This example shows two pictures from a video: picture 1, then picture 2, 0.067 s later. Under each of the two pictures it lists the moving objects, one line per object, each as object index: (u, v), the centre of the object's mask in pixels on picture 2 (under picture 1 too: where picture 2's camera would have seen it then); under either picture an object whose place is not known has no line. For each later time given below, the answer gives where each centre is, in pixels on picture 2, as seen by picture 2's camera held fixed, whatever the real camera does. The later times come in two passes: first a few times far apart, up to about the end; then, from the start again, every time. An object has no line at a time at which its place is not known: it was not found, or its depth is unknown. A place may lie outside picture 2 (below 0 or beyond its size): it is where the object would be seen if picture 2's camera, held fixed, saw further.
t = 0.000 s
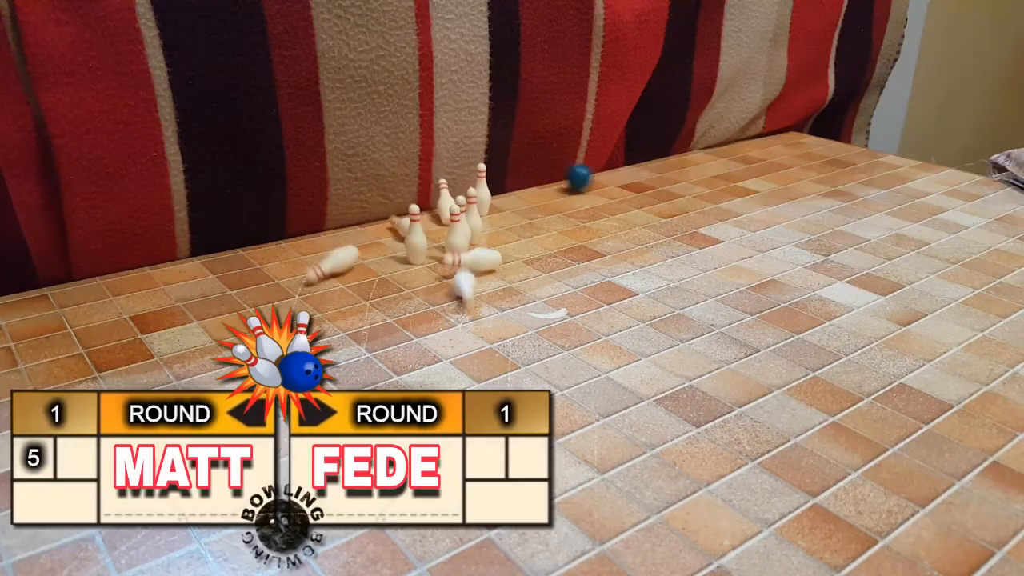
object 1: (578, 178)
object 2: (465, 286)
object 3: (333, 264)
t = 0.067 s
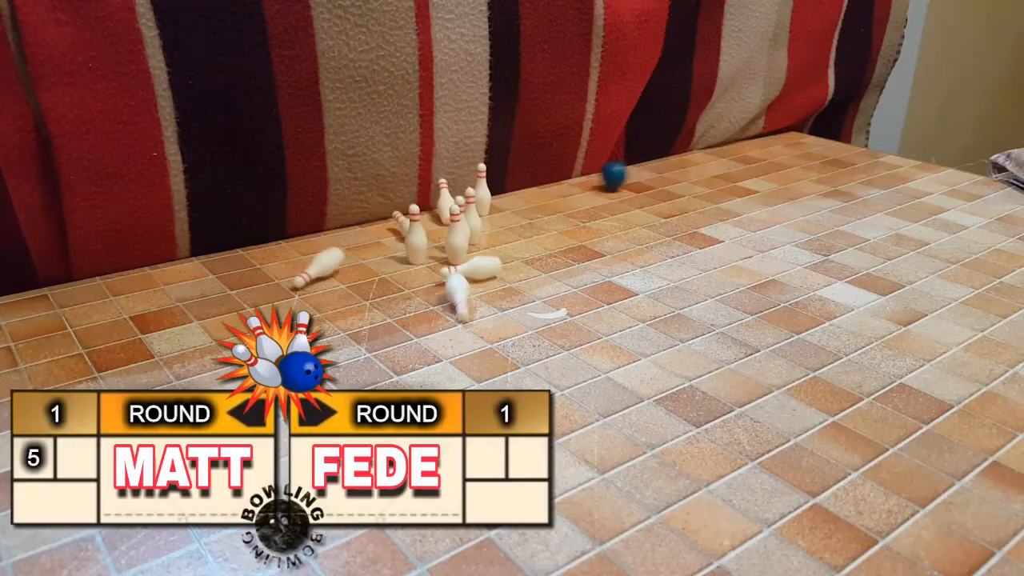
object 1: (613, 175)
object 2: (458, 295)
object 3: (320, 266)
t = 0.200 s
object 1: (675, 172)
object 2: (444, 302)
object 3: (306, 270)
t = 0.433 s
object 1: (778, 164)
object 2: (423, 307)
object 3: (295, 271)
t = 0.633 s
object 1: (856, 158)
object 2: (410, 313)
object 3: (290, 270)
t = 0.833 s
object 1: (927, 151)
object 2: (400, 319)
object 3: (284, 270)
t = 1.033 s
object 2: (388, 326)
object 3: (285, 270)
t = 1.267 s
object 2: (382, 331)
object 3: (288, 270)
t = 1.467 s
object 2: (380, 334)
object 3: (285, 270)
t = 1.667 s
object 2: (378, 339)
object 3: (283, 270)
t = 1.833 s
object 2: (376, 344)
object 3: (286, 270)
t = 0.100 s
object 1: (629, 176)
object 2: (455, 297)
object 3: (314, 269)
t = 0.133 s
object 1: (645, 175)
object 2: (451, 299)
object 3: (310, 270)
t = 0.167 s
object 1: (660, 173)
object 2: (447, 300)
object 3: (307, 270)
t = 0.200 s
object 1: (675, 172)
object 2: (444, 302)
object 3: (306, 270)
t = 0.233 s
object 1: (690, 171)
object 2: (440, 303)
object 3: (304, 271)
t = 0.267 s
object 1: (705, 170)
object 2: (437, 304)
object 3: (302, 271)
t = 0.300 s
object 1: (720, 169)
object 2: (434, 304)
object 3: (301, 270)
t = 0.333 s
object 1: (735, 167)
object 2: (431, 305)
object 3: (300, 271)
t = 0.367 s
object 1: (749, 166)
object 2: (429, 306)
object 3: (298, 271)
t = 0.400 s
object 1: (764, 165)
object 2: (426, 307)
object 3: (296, 271)
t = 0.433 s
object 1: (778, 164)
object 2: (423, 307)
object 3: (295, 271)
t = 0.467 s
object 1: (791, 162)
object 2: (420, 308)
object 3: (294, 271)
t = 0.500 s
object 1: (805, 161)
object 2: (418, 310)
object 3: (293, 271)
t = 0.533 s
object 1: (818, 160)
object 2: (415, 310)
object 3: (292, 271)
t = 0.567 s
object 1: (831, 159)
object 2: (413, 311)
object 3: (291, 271)
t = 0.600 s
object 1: (844, 158)
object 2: (411, 312)
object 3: (290, 271)
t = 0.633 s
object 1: (856, 158)
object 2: (410, 313)
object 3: (290, 270)
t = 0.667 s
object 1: (869, 156)
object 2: (409, 314)
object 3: (289, 271)
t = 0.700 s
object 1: (881, 155)
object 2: (407, 315)
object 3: (288, 270)
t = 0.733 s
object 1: (892, 154)
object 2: (406, 316)
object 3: (287, 270)
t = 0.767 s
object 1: (905, 153)
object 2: (404, 317)
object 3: (286, 270)
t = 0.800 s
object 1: (916, 152)
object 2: (402, 318)
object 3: (285, 270)
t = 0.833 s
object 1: (927, 151)
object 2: (400, 319)
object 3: (284, 270)
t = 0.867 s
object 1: (938, 151)
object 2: (397, 320)
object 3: (282, 270)
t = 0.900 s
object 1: (948, 157)
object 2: (395, 321)
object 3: (282, 270)
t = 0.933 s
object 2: (393, 322)
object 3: (282, 270)
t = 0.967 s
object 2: (391, 324)
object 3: (283, 270)
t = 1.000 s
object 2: (389, 325)
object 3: (284, 270)
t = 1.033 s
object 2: (388, 326)
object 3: (285, 270)
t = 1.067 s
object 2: (387, 327)
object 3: (286, 270)
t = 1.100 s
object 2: (386, 328)
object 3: (286, 270)
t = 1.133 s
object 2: (385, 328)
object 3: (287, 270)
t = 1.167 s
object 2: (384, 329)
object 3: (287, 270)
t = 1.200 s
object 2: (383, 330)
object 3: (288, 270)
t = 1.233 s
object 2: (383, 330)
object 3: (288, 270)
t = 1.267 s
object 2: (382, 331)
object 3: (288, 270)
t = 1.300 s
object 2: (381, 331)
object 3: (288, 270)
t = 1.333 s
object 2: (381, 332)
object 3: (287, 270)
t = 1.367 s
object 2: (381, 332)
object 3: (287, 270)
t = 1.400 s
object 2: (381, 333)
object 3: (286, 270)
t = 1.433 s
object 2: (380, 333)
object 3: (286, 270)
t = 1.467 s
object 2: (380, 334)
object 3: (285, 270)
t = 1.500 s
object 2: (379, 334)
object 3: (284, 270)
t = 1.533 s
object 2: (379, 335)
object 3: (284, 270)
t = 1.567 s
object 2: (378, 336)
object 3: (282, 270)
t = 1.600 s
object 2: (378, 337)
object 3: (282, 270)
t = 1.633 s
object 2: (378, 338)
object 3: (282, 270)
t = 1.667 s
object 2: (378, 339)
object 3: (283, 270)
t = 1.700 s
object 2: (377, 340)
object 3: (284, 270)
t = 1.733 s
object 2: (377, 341)
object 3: (285, 270)
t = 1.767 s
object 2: (377, 342)
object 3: (285, 270)
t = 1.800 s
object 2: (377, 342)
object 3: (285, 270)
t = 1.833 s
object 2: (376, 344)
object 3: (286, 270)
